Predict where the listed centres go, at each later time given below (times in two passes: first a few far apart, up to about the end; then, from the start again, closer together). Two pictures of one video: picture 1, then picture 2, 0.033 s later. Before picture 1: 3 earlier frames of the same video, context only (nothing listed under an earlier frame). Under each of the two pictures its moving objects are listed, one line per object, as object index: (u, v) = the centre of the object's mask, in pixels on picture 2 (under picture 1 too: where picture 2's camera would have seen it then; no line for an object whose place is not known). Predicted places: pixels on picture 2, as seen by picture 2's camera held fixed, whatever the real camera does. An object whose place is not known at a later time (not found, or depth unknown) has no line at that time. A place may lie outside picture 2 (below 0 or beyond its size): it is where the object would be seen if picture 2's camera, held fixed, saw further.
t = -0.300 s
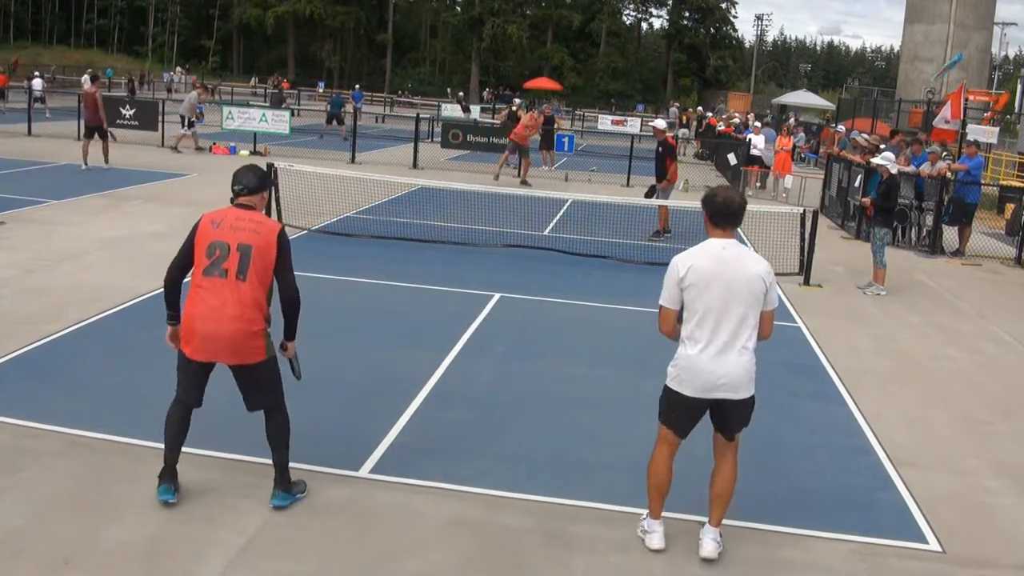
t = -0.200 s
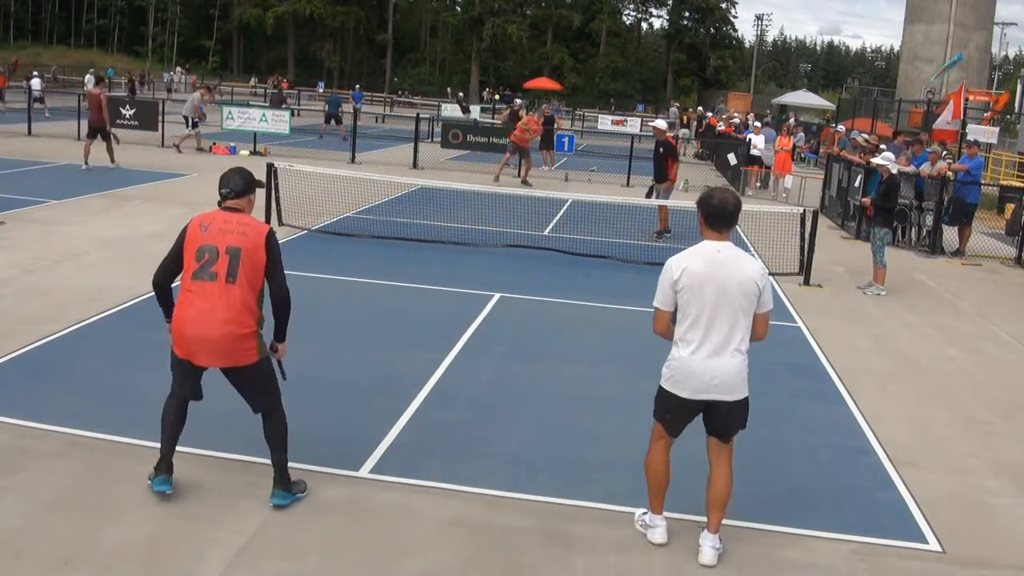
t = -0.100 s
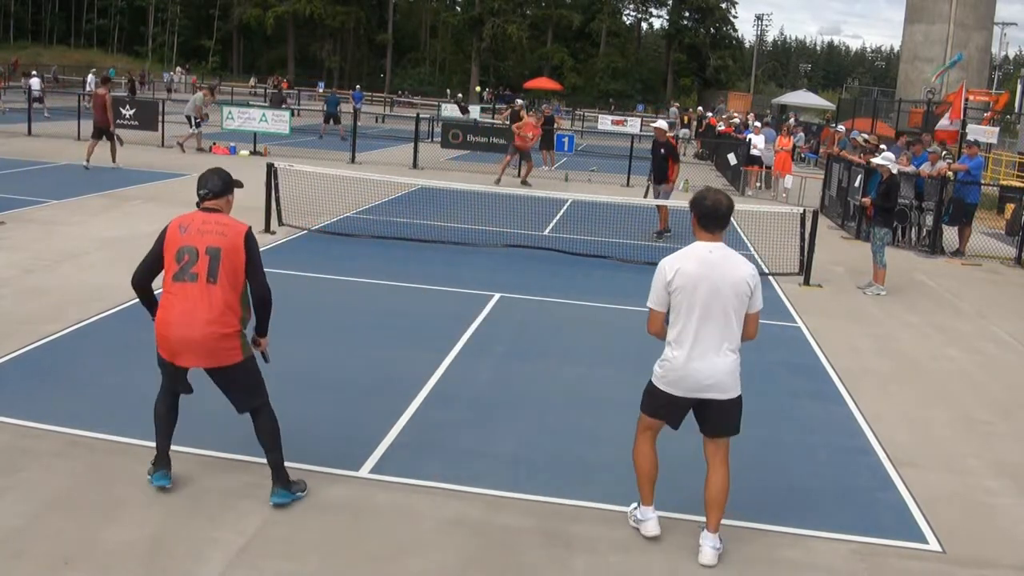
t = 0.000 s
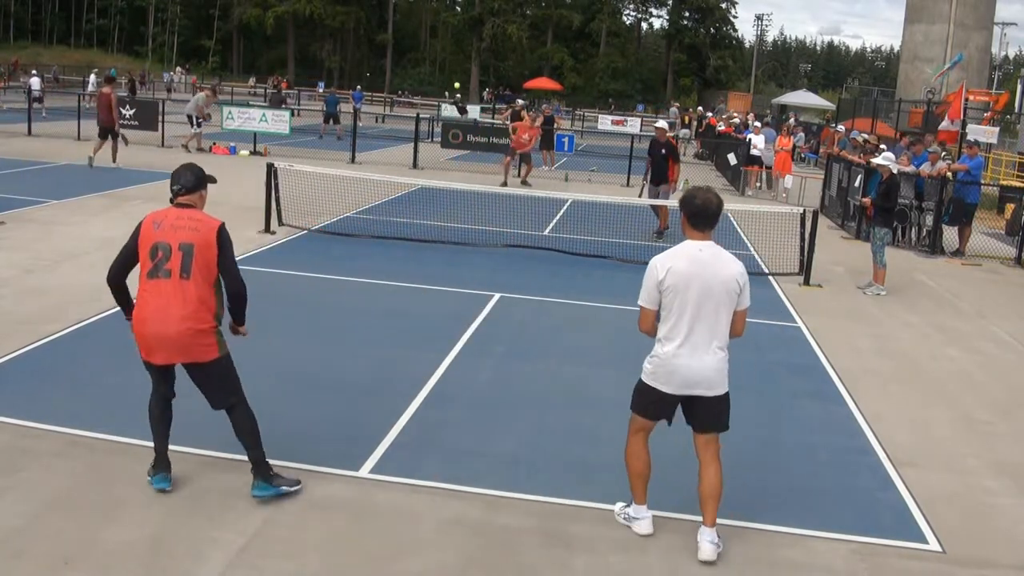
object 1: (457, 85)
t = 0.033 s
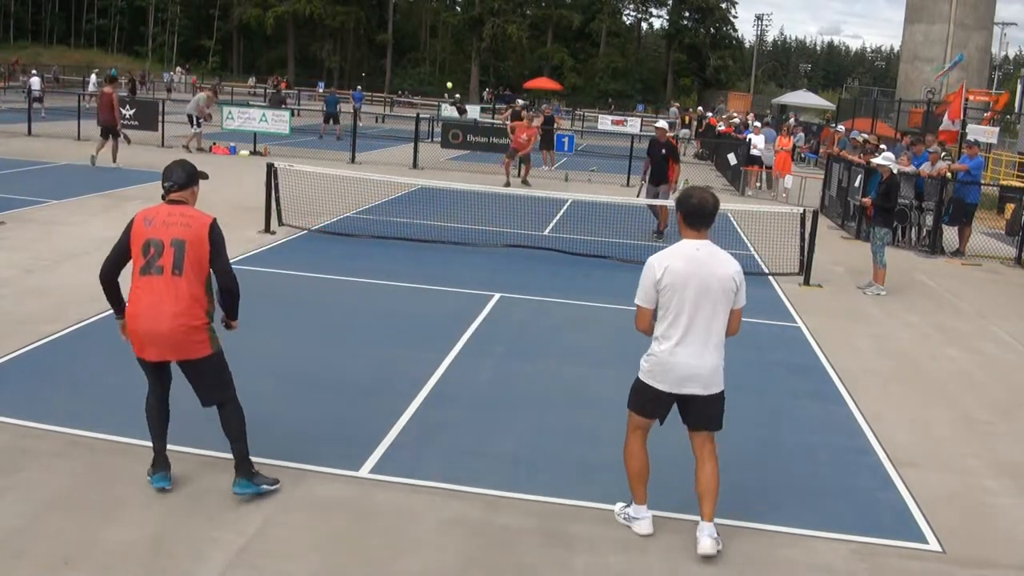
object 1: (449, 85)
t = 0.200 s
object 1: (405, 94)
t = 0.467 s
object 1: (310, 164)
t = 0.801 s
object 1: (148, 342)
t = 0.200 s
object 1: (405, 94)
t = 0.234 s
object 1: (395, 99)
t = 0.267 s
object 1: (385, 105)
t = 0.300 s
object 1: (374, 111)
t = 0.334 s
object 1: (362, 119)
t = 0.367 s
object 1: (350, 128)
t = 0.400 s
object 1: (337, 139)
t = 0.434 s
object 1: (324, 150)
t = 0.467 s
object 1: (310, 164)
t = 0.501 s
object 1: (296, 179)
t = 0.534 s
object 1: (281, 196)
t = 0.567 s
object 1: (265, 215)
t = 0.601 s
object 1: (248, 234)
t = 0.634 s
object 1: (231, 258)
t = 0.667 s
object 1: (213, 283)
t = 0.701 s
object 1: (194, 311)
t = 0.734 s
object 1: (174, 342)
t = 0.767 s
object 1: (159, 353)
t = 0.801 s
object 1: (148, 342)
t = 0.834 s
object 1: (136, 332)
